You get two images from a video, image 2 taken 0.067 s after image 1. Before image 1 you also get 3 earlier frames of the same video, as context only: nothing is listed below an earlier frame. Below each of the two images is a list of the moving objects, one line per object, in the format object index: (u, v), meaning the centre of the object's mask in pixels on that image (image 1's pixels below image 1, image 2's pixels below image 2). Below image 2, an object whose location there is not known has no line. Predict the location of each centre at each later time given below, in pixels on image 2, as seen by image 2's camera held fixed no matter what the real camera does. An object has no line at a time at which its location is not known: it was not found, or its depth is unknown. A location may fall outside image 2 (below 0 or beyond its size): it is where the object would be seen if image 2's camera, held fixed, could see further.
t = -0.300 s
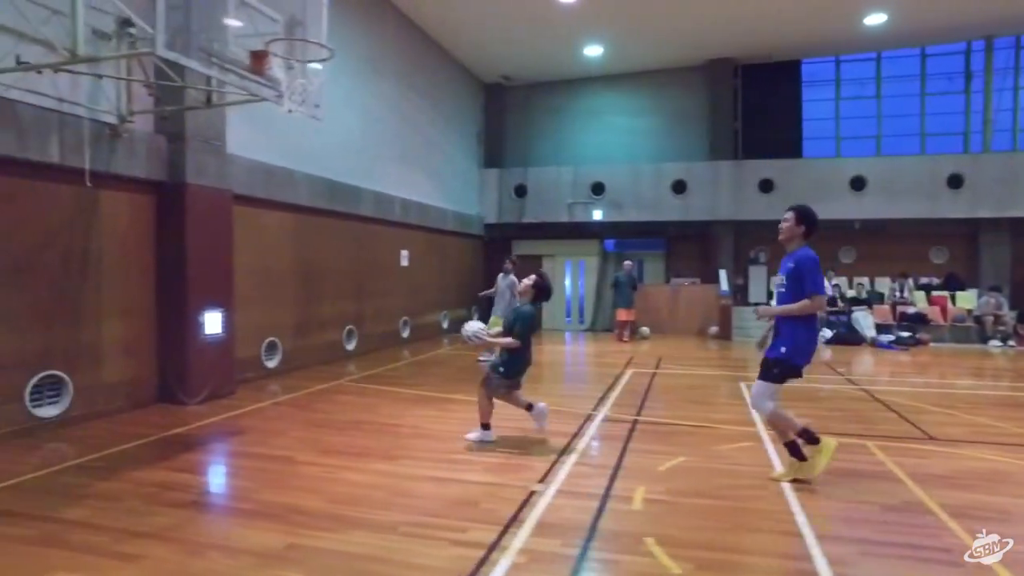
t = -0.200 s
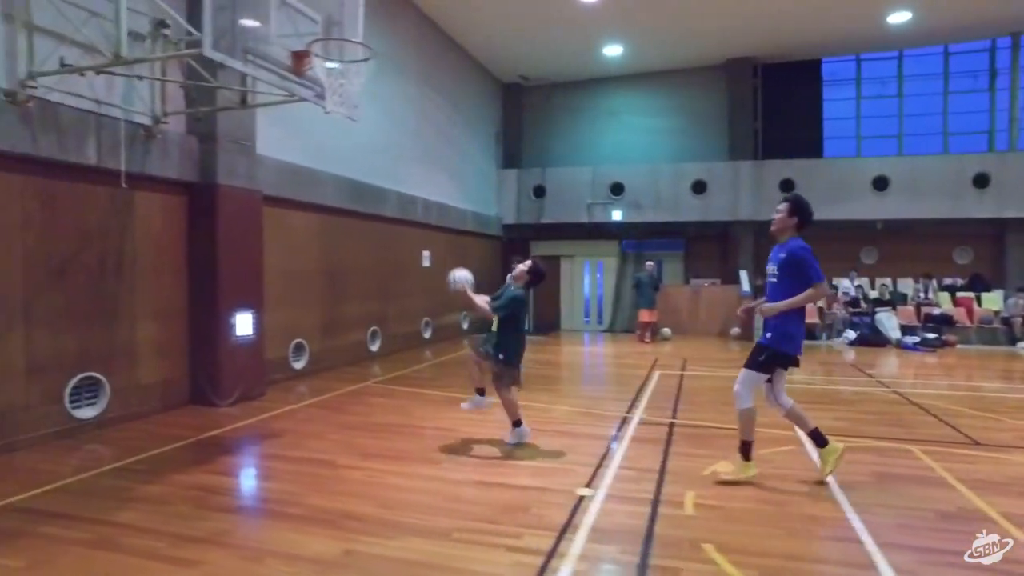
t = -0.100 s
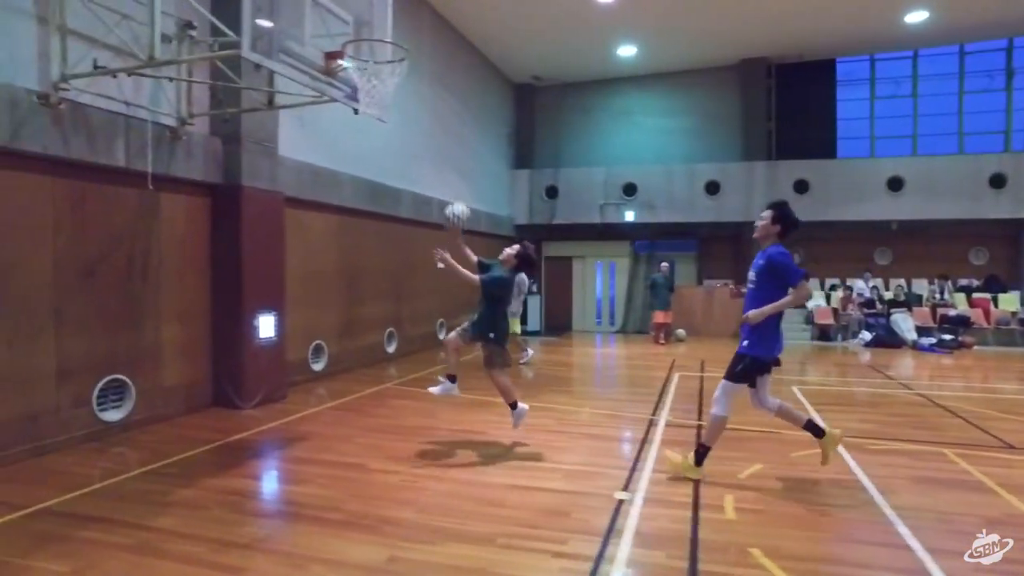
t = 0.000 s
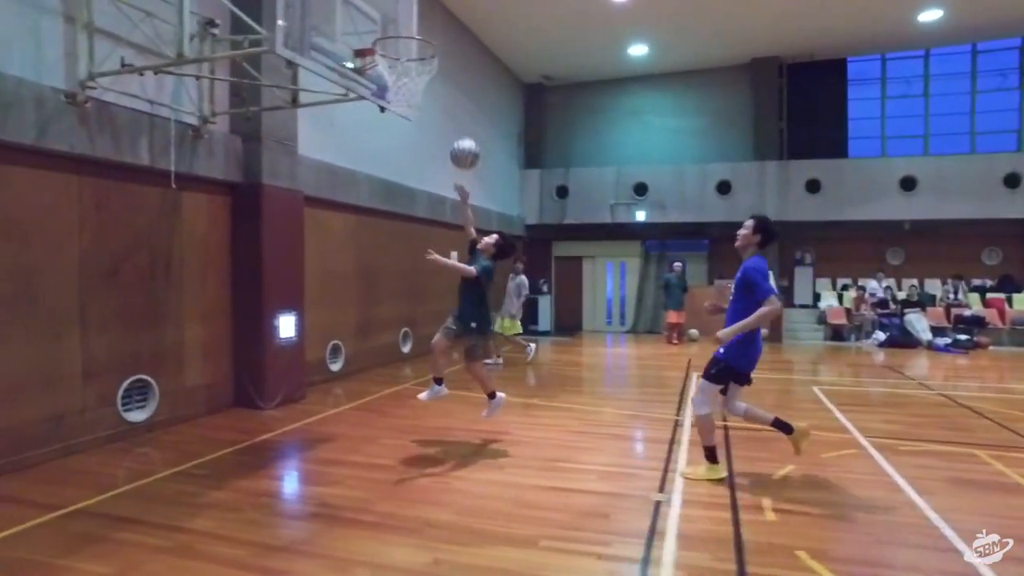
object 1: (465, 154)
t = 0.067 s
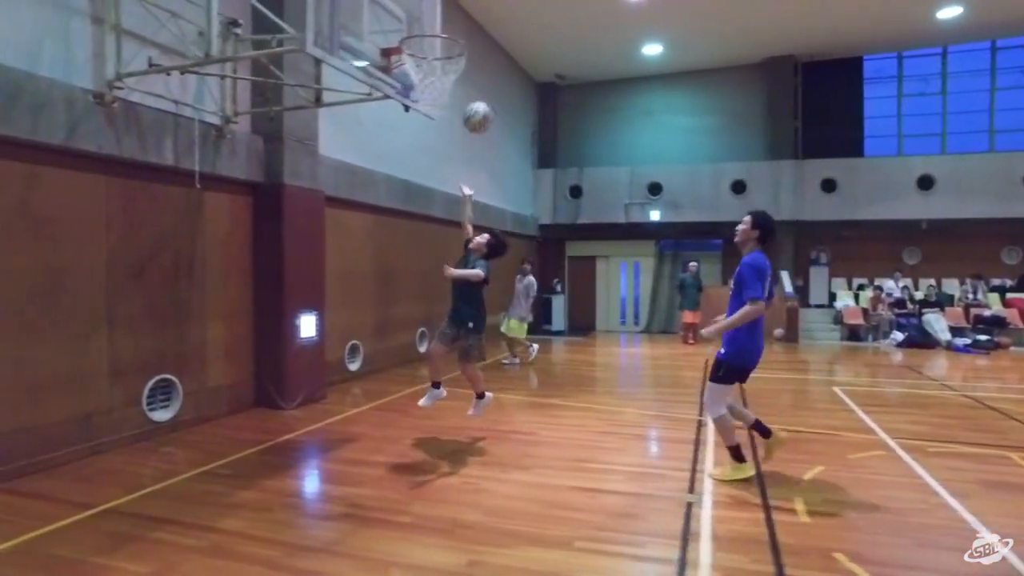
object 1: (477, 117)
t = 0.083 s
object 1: (475, 109)
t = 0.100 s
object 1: (473, 101)
